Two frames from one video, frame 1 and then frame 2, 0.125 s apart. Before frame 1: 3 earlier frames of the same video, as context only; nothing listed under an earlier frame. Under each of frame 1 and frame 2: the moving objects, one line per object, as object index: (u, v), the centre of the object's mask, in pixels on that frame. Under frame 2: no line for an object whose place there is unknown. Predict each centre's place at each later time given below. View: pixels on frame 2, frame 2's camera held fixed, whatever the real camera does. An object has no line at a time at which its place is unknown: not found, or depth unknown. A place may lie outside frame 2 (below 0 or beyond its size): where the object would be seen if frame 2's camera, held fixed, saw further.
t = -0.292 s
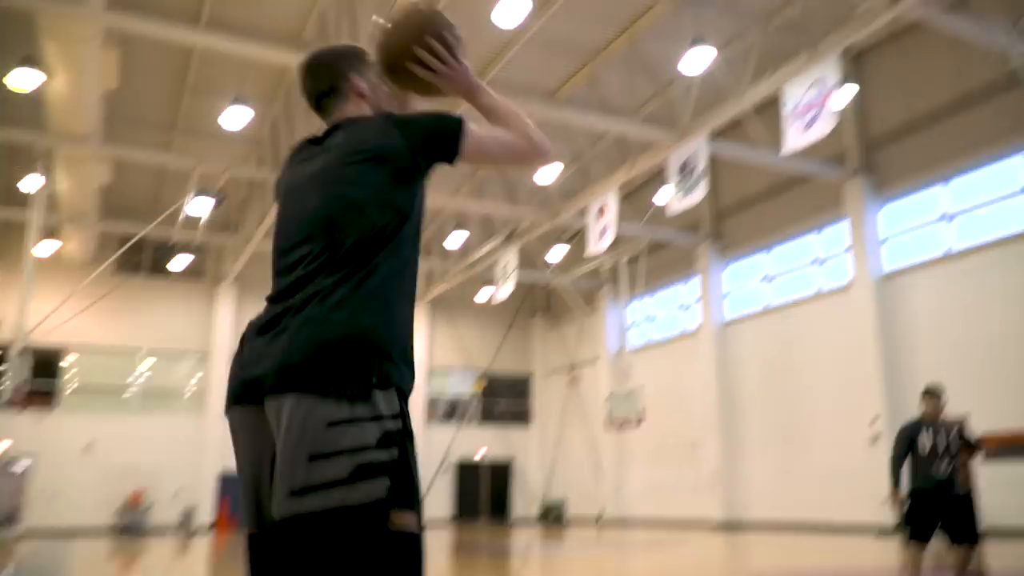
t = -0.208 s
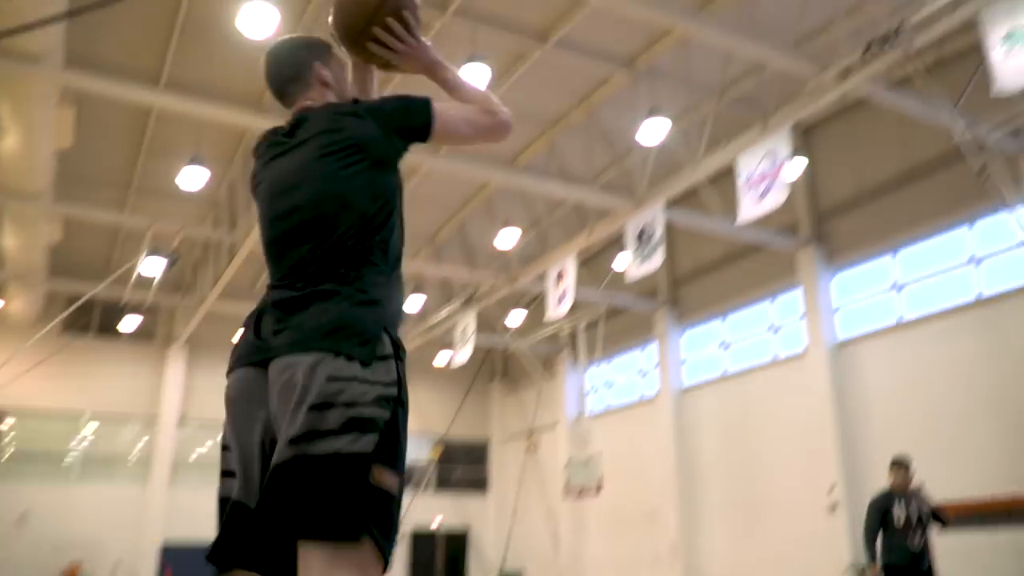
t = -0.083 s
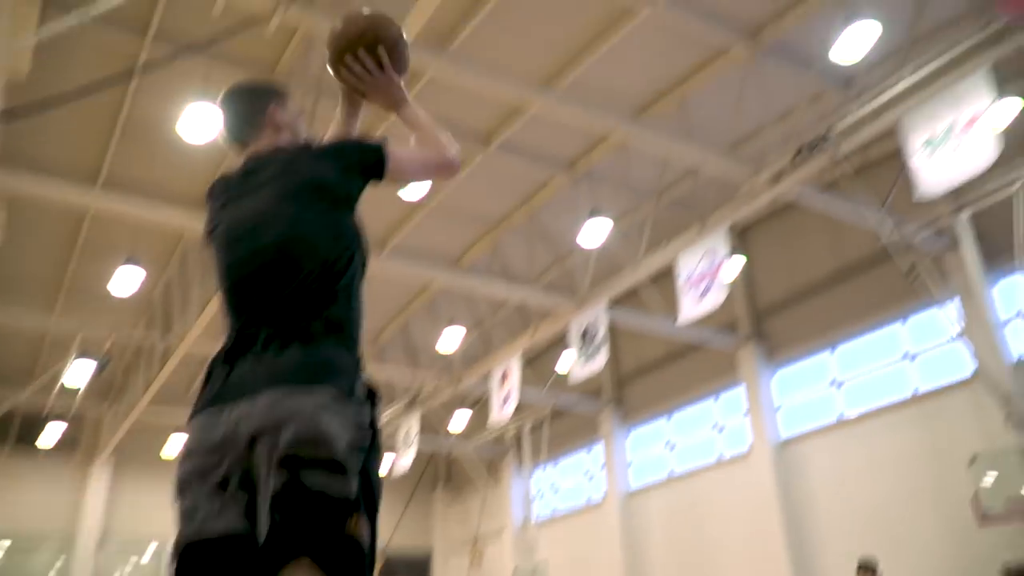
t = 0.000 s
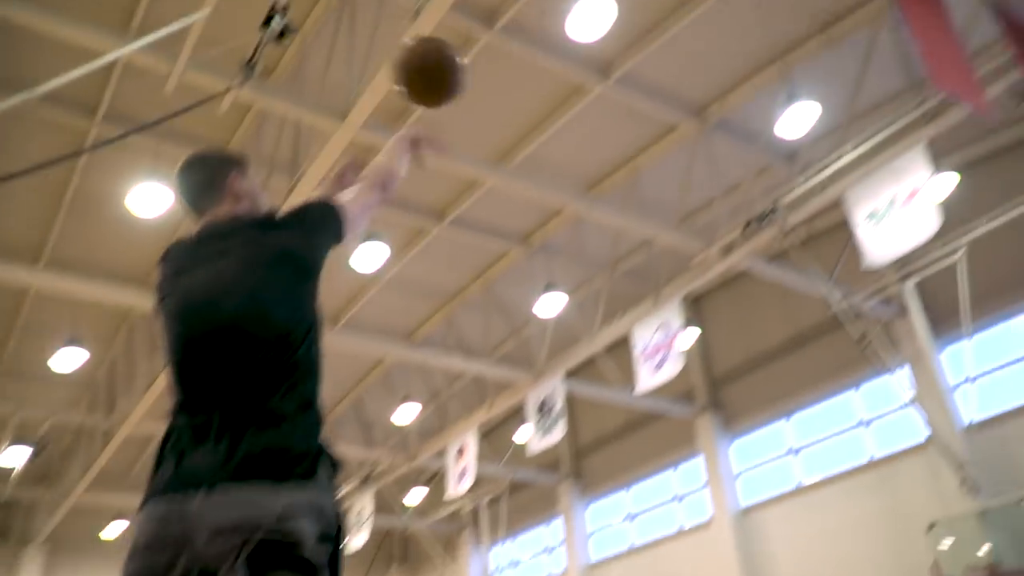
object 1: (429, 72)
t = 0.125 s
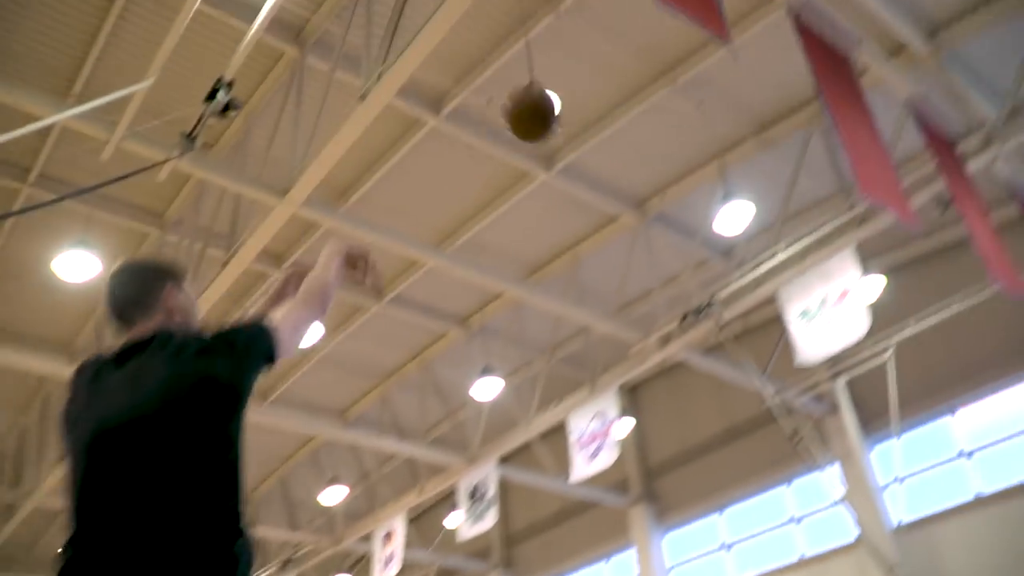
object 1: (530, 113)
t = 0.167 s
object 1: (562, 110)
